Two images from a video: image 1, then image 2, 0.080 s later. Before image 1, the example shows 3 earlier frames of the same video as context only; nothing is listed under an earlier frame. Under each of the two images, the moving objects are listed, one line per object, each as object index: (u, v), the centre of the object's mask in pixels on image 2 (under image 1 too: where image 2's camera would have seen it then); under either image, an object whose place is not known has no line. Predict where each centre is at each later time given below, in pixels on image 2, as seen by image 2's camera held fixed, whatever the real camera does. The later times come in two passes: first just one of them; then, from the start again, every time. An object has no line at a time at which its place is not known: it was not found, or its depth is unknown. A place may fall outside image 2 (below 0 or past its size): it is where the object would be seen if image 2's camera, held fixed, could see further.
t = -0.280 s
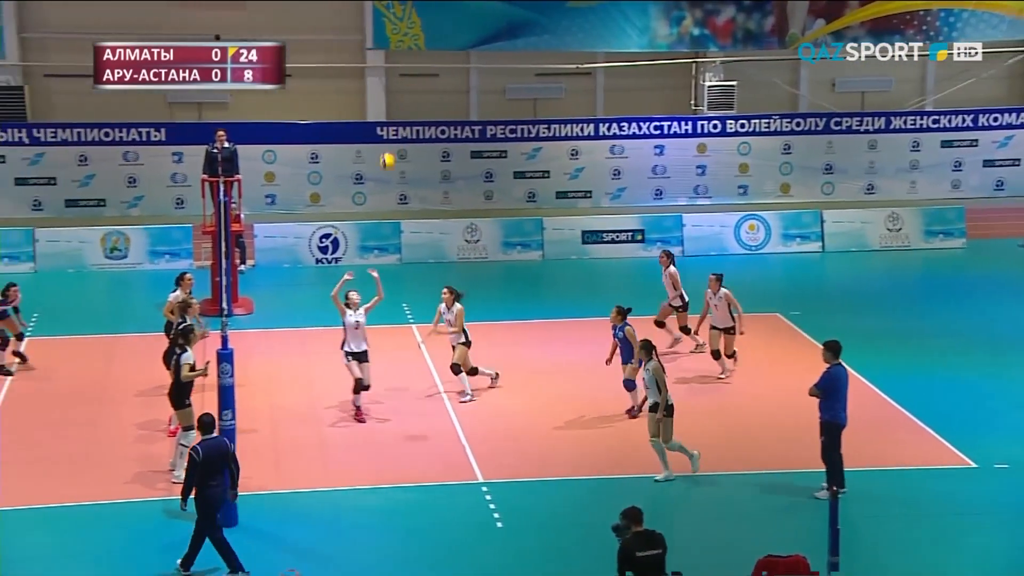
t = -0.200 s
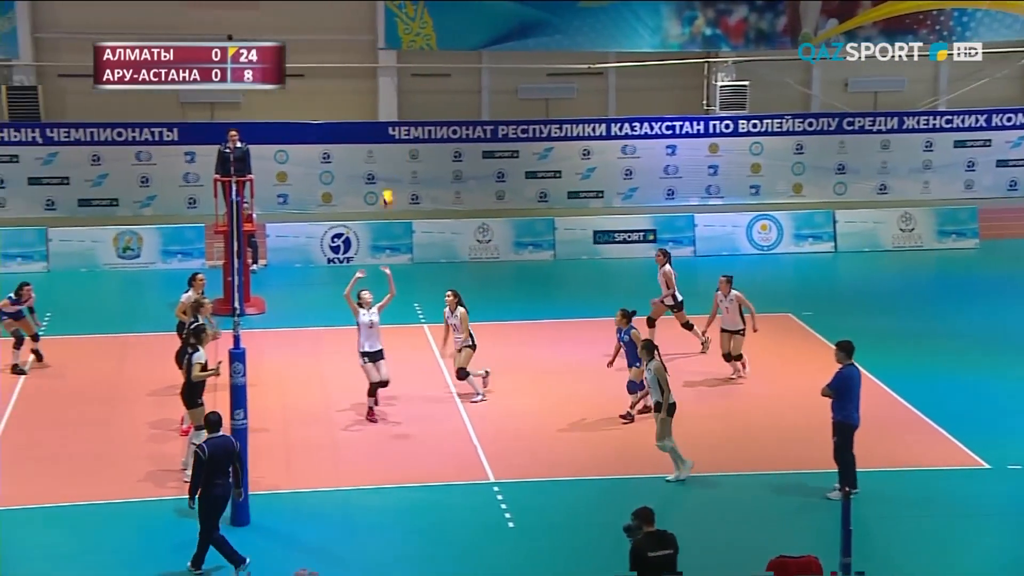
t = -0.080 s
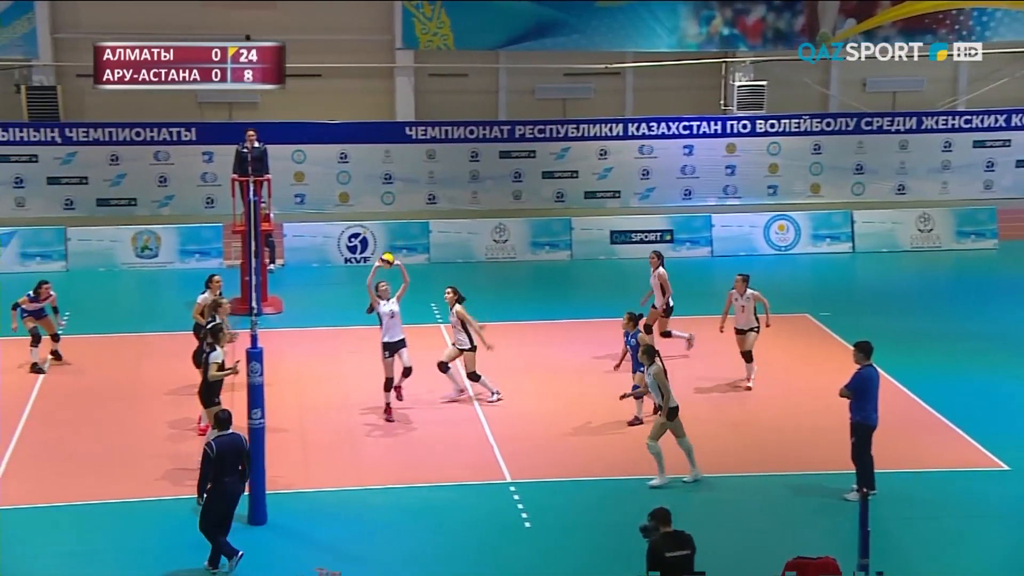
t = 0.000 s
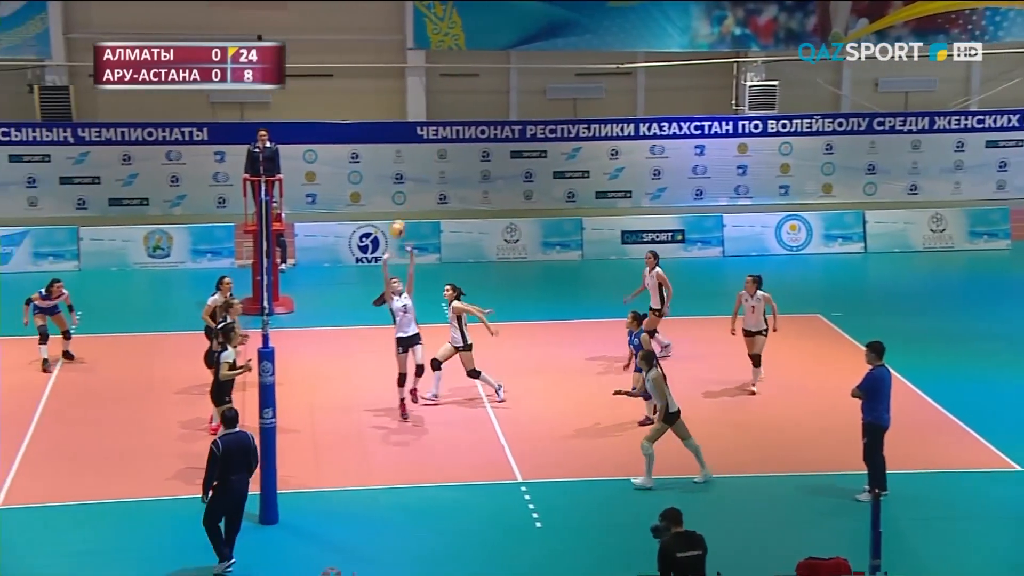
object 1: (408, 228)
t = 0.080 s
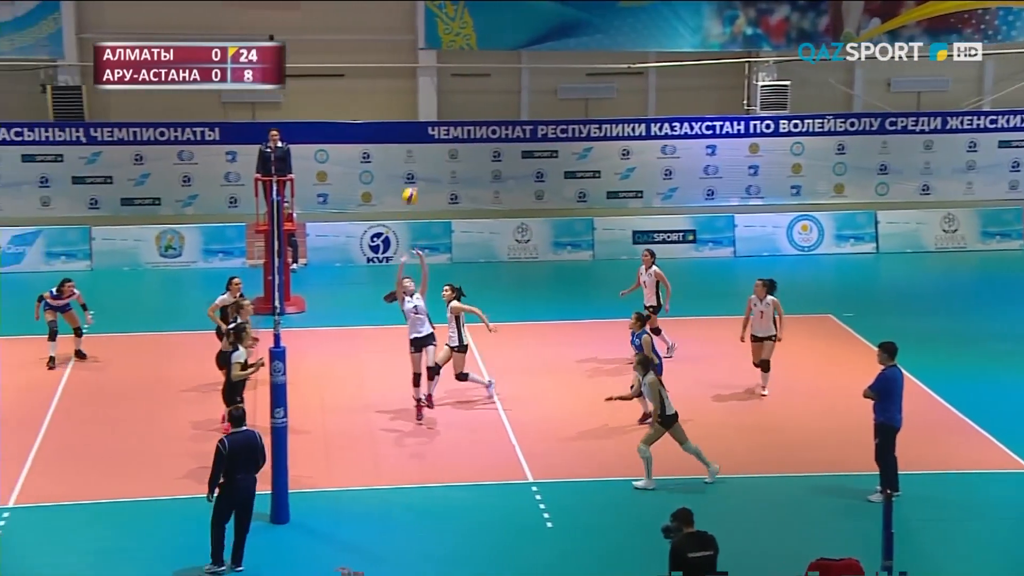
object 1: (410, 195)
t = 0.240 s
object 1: (417, 141)
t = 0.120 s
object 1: (412, 180)
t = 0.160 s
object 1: (413, 165)
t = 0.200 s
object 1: (415, 153)
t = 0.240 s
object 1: (417, 141)
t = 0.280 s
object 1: (418, 133)
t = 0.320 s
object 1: (420, 123)
